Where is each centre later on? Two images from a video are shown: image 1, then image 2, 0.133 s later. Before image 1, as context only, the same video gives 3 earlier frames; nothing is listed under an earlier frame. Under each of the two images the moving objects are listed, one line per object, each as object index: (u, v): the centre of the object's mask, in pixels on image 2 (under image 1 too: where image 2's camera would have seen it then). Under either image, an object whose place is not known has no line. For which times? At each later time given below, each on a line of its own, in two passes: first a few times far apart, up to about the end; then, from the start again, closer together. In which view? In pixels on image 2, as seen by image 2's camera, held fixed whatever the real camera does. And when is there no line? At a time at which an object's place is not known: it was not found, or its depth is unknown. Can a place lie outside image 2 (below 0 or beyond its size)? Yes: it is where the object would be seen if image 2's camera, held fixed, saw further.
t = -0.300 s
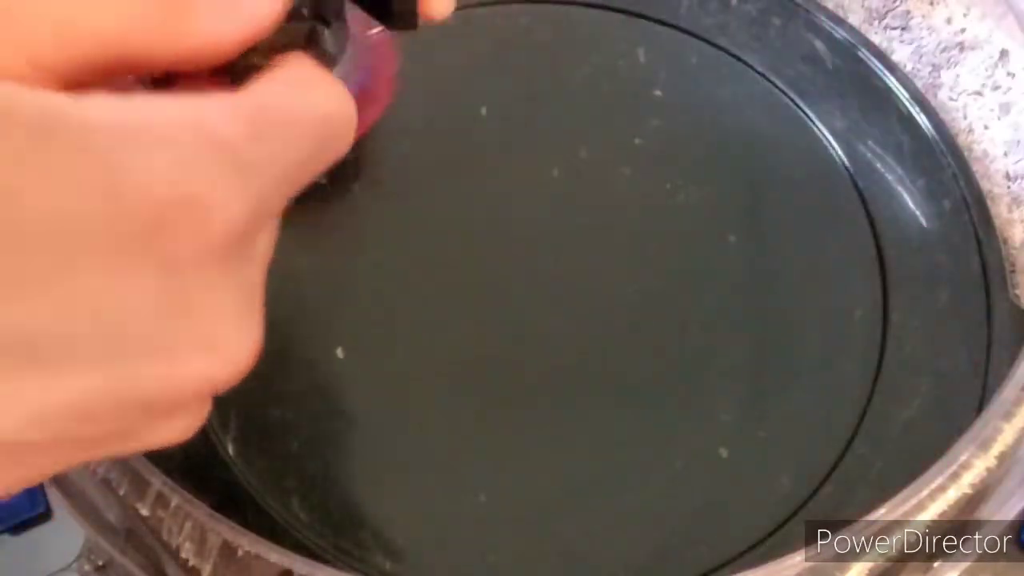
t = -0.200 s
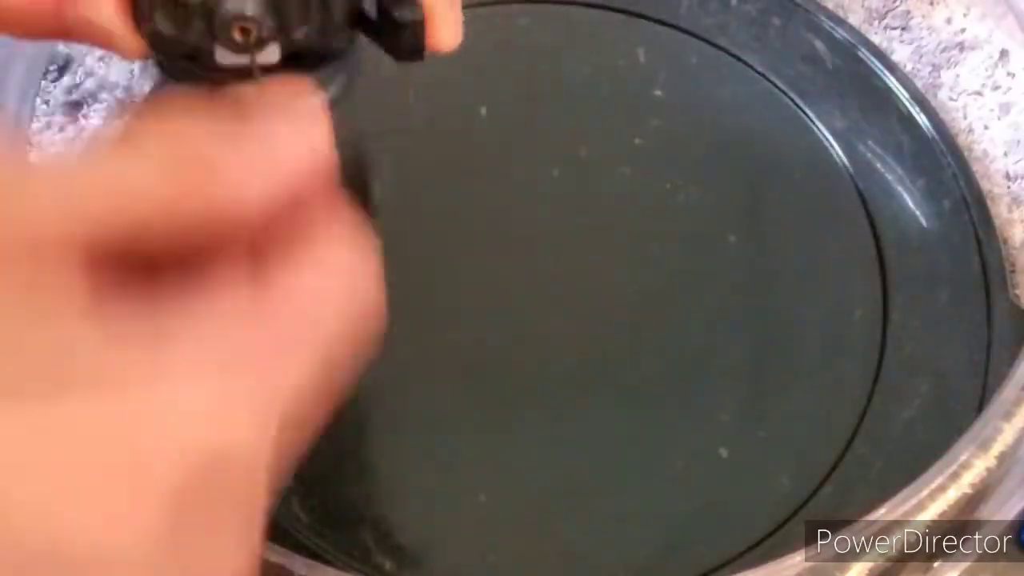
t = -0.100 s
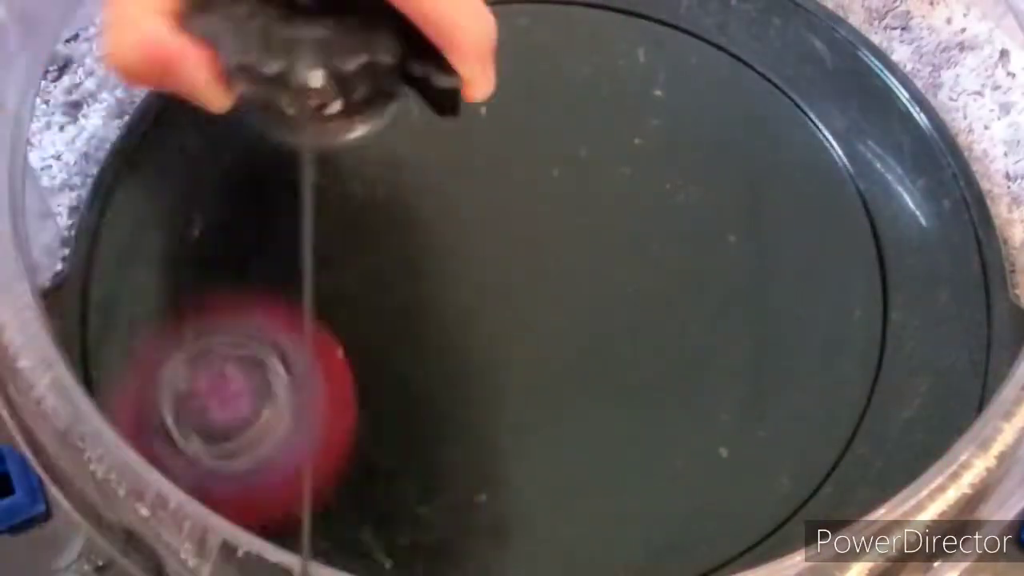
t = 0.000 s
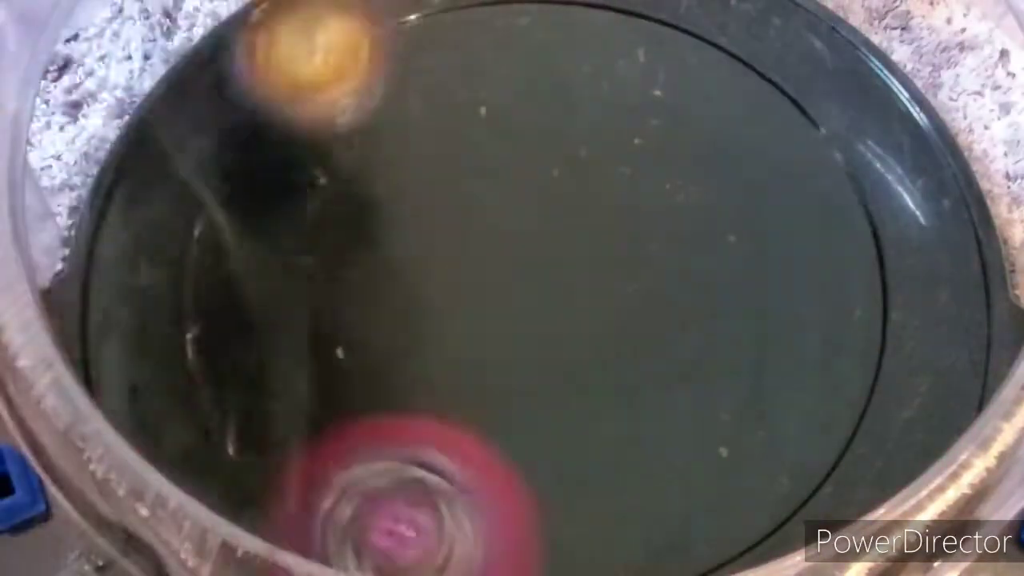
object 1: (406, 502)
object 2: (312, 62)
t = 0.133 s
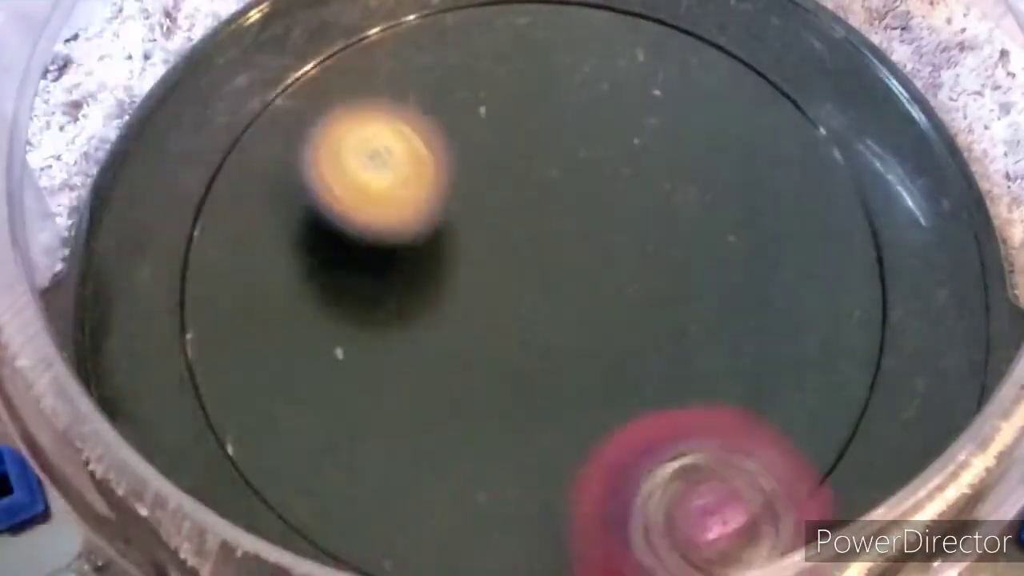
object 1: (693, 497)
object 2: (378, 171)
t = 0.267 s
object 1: (866, 333)
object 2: (537, 238)
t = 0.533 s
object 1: (619, 30)
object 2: (672, 439)
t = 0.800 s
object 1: (214, 168)
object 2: (335, 389)
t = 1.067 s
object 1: (341, 150)
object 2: (879, 374)
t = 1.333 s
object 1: (424, 33)
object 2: (893, 294)
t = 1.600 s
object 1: (286, 217)
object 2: (803, 489)
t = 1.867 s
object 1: (330, 292)
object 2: (433, 520)
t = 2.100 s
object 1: (460, 35)
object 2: (504, 430)
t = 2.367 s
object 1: (702, 33)
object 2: (702, 208)
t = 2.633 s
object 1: (577, 123)
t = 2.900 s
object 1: (354, 293)
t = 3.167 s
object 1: (363, 470)
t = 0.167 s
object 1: (752, 471)
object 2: (413, 188)
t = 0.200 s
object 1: (802, 435)
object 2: (454, 204)
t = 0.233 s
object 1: (843, 389)
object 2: (496, 220)
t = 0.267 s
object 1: (866, 333)
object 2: (537, 238)
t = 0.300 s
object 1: (870, 274)
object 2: (576, 258)
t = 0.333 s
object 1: (862, 219)
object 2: (611, 281)
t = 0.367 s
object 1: (842, 166)
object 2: (639, 307)
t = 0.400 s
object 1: (809, 118)
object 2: (662, 333)
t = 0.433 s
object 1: (771, 77)
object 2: (677, 361)
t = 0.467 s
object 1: (729, 55)
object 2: (685, 389)
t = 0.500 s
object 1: (676, 39)
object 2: (683, 415)
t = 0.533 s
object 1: (619, 30)
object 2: (672, 439)
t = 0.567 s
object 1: (561, 24)
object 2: (651, 458)
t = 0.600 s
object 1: (499, 24)
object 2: (621, 472)
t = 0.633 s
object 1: (437, 28)
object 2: (582, 481)
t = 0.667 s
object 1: (380, 38)
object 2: (538, 481)
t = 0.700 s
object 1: (331, 53)
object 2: (489, 471)
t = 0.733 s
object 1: (285, 76)
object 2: (437, 454)
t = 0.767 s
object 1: (244, 118)
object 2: (384, 426)
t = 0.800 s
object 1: (214, 168)
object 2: (335, 389)
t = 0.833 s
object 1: (192, 220)
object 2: (298, 349)
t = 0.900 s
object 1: (136, 171)
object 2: (534, 415)
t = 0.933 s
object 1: (167, 171)
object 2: (653, 435)
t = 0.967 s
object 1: (202, 161)
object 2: (766, 446)
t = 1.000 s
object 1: (245, 161)
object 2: (855, 431)
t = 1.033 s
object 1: (287, 155)
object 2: (896, 402)
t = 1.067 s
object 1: (341, 150)
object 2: (879, 374)
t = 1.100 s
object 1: (395, 142)
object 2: (834, 331)
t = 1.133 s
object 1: (451, 135)
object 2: (789, 290)
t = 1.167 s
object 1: (507, 128)
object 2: (738, 251)
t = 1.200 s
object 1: (560, 126)
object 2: (691, 218)
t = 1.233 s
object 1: (540, 92)
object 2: (734, 223)
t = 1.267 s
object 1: (503, 59)
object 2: (791, 246)
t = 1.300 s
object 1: (465, 42)
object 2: (846, 269)
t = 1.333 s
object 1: (424, 33)
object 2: (893, 294)
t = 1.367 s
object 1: (379, 30)
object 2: (912, 315)
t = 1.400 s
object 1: (351, 38)
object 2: (915, 349)
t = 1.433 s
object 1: (329, 55)
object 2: (910, 373)
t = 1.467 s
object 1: (310, 81)
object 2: (900, 400)
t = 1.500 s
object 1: (296, 116)
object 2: (886, 424)
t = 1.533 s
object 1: (287, 150)
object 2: (867, 446)
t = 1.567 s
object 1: (284, 185)
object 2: (838, 467)
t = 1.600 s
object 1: (286, 217)
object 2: (803, 489)
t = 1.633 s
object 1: (292, 249)
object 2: (763, 509)
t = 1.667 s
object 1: (301, 276)
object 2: (726, 524)
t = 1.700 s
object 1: (312, 301)
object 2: (681, 534)
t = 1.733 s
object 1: (324, 323)
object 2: (619, 535)
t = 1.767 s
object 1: (336, 340)
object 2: (551, 531)
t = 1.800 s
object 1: (349, 356)
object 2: (484, 520)
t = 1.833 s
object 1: (357, 357)
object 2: (427, 502)
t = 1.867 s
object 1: (330, 292)
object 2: (433, 520)
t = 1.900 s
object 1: (316, 218)
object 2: (444, 528)
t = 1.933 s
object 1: (313, 151)
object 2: (457, 534)
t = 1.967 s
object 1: (321, 92)
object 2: (469, 532)
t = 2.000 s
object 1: (338, 52)
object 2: (481, 525)
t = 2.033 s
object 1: (367, 33)
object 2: (490, 511)
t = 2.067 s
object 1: (415, 33)
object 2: (496, 483)
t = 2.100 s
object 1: (460, 35)
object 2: (504, 430)
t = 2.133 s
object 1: (497, 41)
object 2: (516, 372)
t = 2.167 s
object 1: (534, 51)
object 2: (534, 314)
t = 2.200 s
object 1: (571, 64)
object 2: (556, 257)
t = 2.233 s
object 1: (606, 80)
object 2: (580, 206)
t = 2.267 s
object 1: (642, 59)
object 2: (610, 198)
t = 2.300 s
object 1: (672, 44)
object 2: (639, 201)
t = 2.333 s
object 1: (690, 36)
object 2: (671, 204)
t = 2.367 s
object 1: (702, 33)
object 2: (702, 208)
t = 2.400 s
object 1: (702, 34)
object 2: (732, 214)
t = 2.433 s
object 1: (698, 37)
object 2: (760, 222)
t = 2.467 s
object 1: (689, 43)
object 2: (788, 230)
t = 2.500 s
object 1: (674, 51)
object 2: (812, 241)
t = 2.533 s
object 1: (653, 63)
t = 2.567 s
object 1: (629, 81)
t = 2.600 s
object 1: (604, 102)
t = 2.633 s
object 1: (577, 123)
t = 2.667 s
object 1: (547, 142)
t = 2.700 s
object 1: (514, 156)
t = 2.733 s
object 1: (480, 172)
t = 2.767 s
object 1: (448, 192)
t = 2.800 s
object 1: (417, 214)
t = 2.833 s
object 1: (391, 238)
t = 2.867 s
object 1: (369, 264)
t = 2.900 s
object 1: (354, 293)
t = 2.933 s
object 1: (344, 320)
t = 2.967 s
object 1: (335, 347)
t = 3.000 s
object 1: (321, 380)
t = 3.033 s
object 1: (320, 406)
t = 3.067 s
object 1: (326, 431)
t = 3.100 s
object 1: (335, 449)
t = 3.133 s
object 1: (348, 462)
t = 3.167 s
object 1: (363, 470)
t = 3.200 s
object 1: (377, 475)
